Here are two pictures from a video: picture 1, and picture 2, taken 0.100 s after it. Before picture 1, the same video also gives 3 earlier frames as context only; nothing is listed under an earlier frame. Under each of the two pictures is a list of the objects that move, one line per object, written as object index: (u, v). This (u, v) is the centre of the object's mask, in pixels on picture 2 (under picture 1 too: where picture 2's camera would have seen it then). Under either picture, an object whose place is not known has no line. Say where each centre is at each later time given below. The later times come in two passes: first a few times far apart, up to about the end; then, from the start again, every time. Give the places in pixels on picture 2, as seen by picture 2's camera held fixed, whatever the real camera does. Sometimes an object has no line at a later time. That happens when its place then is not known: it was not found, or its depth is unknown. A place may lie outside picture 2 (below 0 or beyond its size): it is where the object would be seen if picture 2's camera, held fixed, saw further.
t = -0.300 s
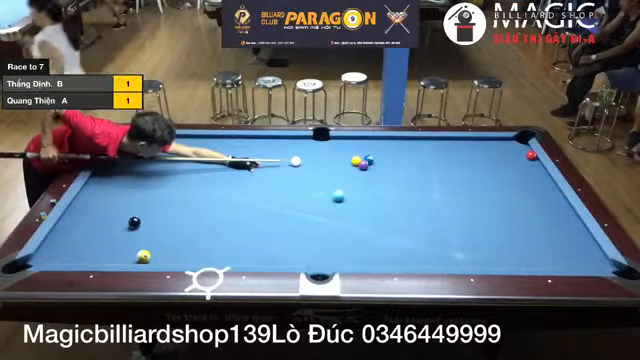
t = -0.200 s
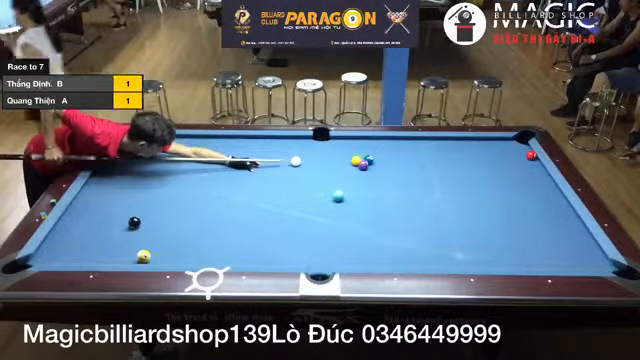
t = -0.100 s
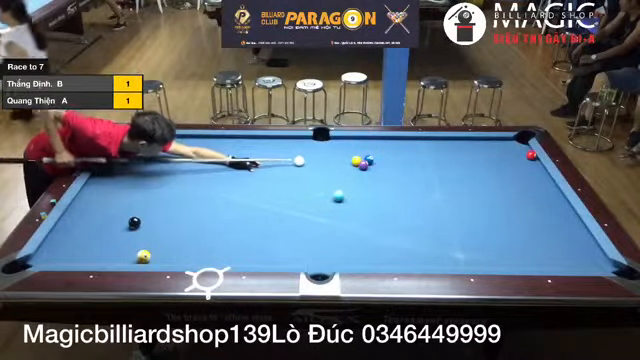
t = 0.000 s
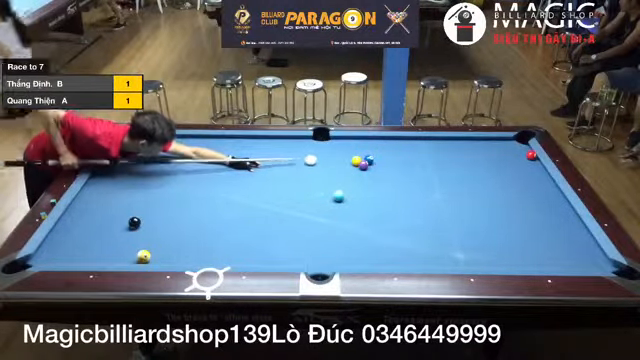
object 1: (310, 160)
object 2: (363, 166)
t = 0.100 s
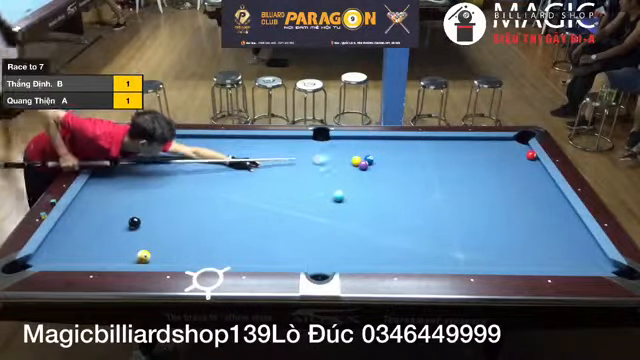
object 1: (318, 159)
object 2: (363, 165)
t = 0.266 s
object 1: (340, 157)
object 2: (363, 165)
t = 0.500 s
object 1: (360, 152)
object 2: (364, 166)
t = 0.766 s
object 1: (381, 149)
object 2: (370, 169)
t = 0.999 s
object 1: (398, 145)
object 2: (372, 171)
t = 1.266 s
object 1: (417, 140)
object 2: (375, 173)
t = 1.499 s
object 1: (430, 141)
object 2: (377, 175)
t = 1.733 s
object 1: (442, 143)
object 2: (379, 177)
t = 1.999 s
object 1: (454, 145)
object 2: (380, 177)
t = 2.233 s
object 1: (464, 147)
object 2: (380, 177)
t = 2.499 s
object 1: (475, 149)
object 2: (381, 177)
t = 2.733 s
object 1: (483, 150)
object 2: (381, 177)
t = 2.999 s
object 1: (492, 152)
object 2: (381, 178)
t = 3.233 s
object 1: (499, 154)
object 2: (381, 177)
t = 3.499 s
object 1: (505, 155)
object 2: (381, 177)
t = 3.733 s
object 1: (509, 155)
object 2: (381, 177)
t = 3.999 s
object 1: (514, 157)
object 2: (381, 177)
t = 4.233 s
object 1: (516, 157)
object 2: (381, 177)
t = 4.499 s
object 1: (517, 157)
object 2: (381, 177)
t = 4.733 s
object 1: (518, 158)
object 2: (381, 177)
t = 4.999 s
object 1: (518, 158)
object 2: (381, 177)
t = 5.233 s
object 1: (517, 158)
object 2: (381, 177)
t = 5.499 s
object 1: (517, 158)
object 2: (381, 177)
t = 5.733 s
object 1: (517, 158)
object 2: (381, 177)
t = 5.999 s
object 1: (517, 158)
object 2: (381, 177)
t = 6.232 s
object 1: (517, 158)
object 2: (381, 177)
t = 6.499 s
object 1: (517, 158)
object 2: (381, 177)
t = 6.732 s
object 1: (517, 158)
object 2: (381, 177)
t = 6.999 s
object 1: (518, 158)
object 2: (380, 177)
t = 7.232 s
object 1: (517, 158)
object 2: (380, 177)
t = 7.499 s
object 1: (517, 158)
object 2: (381, 177)
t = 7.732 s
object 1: (517, 158)
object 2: (381, 177)
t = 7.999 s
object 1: (517, 158)
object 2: (381, 177)
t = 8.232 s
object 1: (517, 158)
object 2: (381, 177)
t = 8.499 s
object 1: (517, 158)
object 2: (380, 177)
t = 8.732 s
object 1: (518, 158)
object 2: (380, 177)
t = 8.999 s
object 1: (517, 158)
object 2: (380, 177)
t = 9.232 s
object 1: (517, 158)
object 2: (381, 177)
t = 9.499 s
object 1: (517, 158)
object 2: (380, 177)
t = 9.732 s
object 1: (517, 158)
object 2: (380, 177)
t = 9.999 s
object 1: (517, 158)
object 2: (381, 177)
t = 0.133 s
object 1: (326, 159)
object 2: (363, 165)
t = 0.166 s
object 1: (330, 158)
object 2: (363, 165)
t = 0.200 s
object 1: (333, 158)
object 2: (363, 166)
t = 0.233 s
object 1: (337, 158)
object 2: (363, 165)
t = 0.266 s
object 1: (340, 157)
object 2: (363, 165)
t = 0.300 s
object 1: (343, 157)
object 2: (363, 165)
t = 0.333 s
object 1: (347, 156)
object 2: (363, 165)
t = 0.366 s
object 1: (349, 156)
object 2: (363, 165)
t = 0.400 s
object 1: (351, 155)
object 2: (364, 166)
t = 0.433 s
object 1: (355, 153)
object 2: (364, 166)
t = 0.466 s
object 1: (359, 152)
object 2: (364, 166)
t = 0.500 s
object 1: (360, 152)
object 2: (364, 166)
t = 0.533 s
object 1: (362, 152)
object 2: (365, 166)
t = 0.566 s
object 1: (367, 151)
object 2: (366, 167)
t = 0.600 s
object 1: (371, 150)
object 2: (367, 168)
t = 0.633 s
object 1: (373, 150)
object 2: (368, 168)
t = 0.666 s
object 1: (375, 150)
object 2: (368, 168)
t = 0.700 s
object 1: (378, 150)
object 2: (369, 168)
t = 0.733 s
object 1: (380, 149)
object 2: (369, 169)
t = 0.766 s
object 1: (381, 149)
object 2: (370, 169)
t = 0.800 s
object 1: (385, 148)
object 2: (370, 169)
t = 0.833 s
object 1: (386, 147)
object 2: (370, 170)
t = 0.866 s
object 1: (390, 146)
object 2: (371, 170)
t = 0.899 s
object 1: (392, 146)
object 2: (372, 170)
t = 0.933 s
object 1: (395, 146)
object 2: (372, 170)
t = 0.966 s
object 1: (397, 145)
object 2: (372, 171)
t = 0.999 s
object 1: (398, 145)
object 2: (372, 171)
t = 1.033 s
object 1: (402, 144)
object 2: (373, 171)
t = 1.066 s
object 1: (404, 143)
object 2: (373, 172)
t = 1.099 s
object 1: (406, 143)
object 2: (373, 172)
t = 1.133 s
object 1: (409, 142)
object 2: (374, 172)
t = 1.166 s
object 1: (410, 141)
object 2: (374, 172)
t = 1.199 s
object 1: (413, 141)
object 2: (375, 173)
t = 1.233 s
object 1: (415, 140)
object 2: (375, 173)
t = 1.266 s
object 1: (417, 140)
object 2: (375, 173)
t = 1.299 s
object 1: (419, 140)
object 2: (376, 173)
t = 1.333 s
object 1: (420, 140)
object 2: (377, 174)
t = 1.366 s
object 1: (423, 140)
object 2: (377, 174)
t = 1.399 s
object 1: (424, 140)
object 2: (377, 174)
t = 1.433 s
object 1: (426, 140)
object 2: (377, 175)
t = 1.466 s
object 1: (427, 140)
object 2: (377, 175)
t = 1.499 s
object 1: (430, 141)
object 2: (377, 175)
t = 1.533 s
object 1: (431, 141)
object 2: (378, 176)
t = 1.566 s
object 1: (433, 141)
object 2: (378, 176)
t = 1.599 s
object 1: (435, 141)
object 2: (379, 176)
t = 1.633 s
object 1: (437, 141)
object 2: (379, 176)
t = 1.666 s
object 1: (438, 142)
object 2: (379, 177)
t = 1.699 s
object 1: (440, 142)
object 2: (379, 177)
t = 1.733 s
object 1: (442, 143)
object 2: (379, 177)
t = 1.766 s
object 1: (443, 143)
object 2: (380, 177)
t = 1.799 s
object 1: (445, 143)
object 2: (380, 177)
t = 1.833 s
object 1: (446, 143)
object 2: (380, 177)
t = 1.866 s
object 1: (448, 144)
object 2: (380, 177)
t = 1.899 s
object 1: (449, 144)
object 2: (380, 177)
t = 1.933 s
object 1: (451, 145)
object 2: (380, 177)
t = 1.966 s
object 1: (453, 145)
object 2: (380, 177)
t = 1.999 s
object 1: (454, 145)
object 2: (380, 177)
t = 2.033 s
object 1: (456, 145)
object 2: (380, 177)
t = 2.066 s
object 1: (457, 145)
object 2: (380, 177)
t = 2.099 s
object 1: (458, 145)
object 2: (380, 177)
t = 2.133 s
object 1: (460, 146)
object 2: (380, 177)
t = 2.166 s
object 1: (461, 146)
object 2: (380, 177)
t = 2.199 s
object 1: (463, 146)
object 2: (380, 177)
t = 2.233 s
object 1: (464, 147)
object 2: (380, 177)
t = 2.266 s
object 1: (466, 147)
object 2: (380, 177)
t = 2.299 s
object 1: (467, 147)
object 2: (380, 177)
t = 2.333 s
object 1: (469, 148)
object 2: (380, 177)
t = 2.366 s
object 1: (470, 148)
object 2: (380, 177)
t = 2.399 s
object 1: (471, 148)
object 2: (380, 177)
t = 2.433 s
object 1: (472, 148)
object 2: (380, 177)
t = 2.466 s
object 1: (474, 149)
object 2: (380, 177)
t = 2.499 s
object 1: (475, 149)
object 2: (381, 177)
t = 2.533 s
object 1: (476, 149)
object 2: (381, 177)
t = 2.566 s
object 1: (477, 149)
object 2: (381, 177)
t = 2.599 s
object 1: (479, 149)
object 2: (381, 177)
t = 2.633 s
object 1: (480, 150)
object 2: (381, 177)
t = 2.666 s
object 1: (481, 150)
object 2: (381, 177)
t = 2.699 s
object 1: (482, 150)
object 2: (381, 178)
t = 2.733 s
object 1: (483, 150)
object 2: (381, 177)
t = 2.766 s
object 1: (484, 150)
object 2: (381, 178)
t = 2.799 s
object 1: (485, 151)
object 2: (381, 178)
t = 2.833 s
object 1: (487, 151)
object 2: (381, 178)
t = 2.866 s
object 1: (488, 151)
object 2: (381, 178)
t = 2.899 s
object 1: (489, 151)
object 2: (381, 178)
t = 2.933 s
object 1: (491, 152)
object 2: (381, 178)
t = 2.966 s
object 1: (491, 152)
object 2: (381, 178)
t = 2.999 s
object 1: (492, 152)
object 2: (381, 178)
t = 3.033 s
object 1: (493, 152)
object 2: (381, 177)
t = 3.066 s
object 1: (494, 152)
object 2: (381, 177)
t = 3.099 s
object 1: (495, 152)
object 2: (381, 177)
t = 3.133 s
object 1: (496, 152)
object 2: (381, 177)
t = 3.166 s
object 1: (497, 153)
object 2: (381, 177)
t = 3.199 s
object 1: (498, 153)
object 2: (381, 177)
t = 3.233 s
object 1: (499, 154)
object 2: (381, 177)
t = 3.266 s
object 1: (500, 154)
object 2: (381, 177)
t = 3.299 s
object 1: (500, 154)
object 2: (381, 177)
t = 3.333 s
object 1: (501, 154)
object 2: (381, 177)
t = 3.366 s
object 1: (502, 154)
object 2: (381, 177)
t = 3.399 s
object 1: (503, 154)
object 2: (381, 177)
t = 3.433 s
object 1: (504, 155)
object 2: (381, 177)
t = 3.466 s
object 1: (504, 155)
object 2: (381, 177)
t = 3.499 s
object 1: (505, 155)
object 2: (381, 177)
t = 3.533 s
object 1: (506, 155)
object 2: (381, 177)
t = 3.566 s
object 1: (507, 155)
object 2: (381, 177)
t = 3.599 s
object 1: (507, 155)
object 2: (381, 177)
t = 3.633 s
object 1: (507, 155)
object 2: (381, 177)
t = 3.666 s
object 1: (508, 155)
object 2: (381, 177)
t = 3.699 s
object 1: (509, 155)
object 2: (381, 177)
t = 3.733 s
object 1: (509, 155)
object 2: (381, 177)
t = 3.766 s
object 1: (510, 156)
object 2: (381, 177)
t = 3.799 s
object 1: (511, 156)
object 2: (381, 177)
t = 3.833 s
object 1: (511, 156)
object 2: (381, 177)
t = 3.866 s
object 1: (512, 156)
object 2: (381, 177)
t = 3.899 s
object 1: (513, 156)
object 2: (381, 177)
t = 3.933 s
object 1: (513, 156)
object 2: (381, 177)
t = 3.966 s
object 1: (514, 157)
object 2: (381, 177)
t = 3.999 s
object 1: (514, 157)
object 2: (381, 177)
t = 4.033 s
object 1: (514, 157)
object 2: (381, 177)
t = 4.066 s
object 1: (514, 157)
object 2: (381, 177)
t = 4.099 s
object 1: (515, 157)
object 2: (381, 177)
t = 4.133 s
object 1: (515, 157)
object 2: (381, 177)
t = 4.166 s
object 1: (515, 157)
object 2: (381, 177)
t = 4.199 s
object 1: (516, 157)
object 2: (381, 177)
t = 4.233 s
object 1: (516, 157)
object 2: (381, 177)
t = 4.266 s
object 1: (516, 157)
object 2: (381, 177)
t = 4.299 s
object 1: (516, 157)
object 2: (381, 177)
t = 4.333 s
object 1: (517, 157)
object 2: (381, 177)
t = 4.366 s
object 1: (517, 157)
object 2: (381, 177)
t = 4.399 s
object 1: (517, 157)
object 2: (381, 177)
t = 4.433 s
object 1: (517, 157)
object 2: (381, 177)
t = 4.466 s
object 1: (517, 157)
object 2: (381, 177)
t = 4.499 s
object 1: (517, 157)
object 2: (381, 177)
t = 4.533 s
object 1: (517, 157)
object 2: (381, 177)
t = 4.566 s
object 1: (517, 157)
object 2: (381, 177)
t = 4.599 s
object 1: (517, 157)
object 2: (381, 177)
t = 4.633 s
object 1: (518, 158)
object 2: (381, 178)
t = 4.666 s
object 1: (518, 158)
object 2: (381, 177)
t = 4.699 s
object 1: (518, 158)
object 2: (381, 177)
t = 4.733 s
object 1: (518, 158)
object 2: (381, 177)
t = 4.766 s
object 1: (518, 158)
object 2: (381, 177)
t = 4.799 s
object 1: (518, 158)
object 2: (381, 177)
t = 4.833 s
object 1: (518, 158)
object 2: (381, 177)
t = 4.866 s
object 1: (518, 158)
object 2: (381, 177)
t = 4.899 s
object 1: (518, 158)
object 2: (381, 177)
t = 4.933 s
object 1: (518, 158)
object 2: (381, 177)
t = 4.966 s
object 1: (518, 158)
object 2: (381, 177)
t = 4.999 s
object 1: (518, 158)
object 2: (381, 177)
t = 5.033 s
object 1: (518, 158)
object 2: (381, 177)
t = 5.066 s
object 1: (518, 158)
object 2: (381, 177)
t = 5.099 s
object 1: (518, 158)
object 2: (381, 177)
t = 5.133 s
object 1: (518, 158)
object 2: (381, 177)
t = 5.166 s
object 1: (517, 158)
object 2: (381, 177)
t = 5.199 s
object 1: (517, 158)
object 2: (381, 177)
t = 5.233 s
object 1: (517, 158)
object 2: (381, 177)
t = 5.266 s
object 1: (517, 158)
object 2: (381, 177)
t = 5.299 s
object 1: (517, 158)
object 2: (381, 177)
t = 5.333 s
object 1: (517, 158)
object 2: (381, 177)
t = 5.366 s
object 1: (517, 158)
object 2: (381, 177)
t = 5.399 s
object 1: (517, 158)
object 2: (381, 177)
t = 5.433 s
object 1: (517, 158)
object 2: (381, 177)
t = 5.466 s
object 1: (517, 158)
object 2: (381, 177)
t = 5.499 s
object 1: (517, 158)
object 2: (381, 177)
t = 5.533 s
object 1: (517, 158)
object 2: (381, 177)
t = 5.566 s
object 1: (517, 158)
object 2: (381, 177)
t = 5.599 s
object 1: (517, 158)
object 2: (381, 177)
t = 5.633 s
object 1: (517, 158)
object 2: (381, 177)
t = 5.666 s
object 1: (517, 158)
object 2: (381, 177)
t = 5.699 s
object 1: (517, 158)
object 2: (381, 177)
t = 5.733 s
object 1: (517, 158)
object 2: (381, 177)
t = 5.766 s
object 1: (517, 158)
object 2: (381, 177)
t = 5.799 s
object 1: (517, 158)
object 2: (381, 177)
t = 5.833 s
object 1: (517, 158)
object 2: (381, 177)
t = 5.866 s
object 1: (517, 158)
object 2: (381, 177)
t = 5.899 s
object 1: (517, 158)
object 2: (381, 177)
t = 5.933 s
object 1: (517, 158)
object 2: (381, 177)
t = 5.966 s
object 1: (517, 158)
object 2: (381, 177)
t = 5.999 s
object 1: (517, 158)
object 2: (381, 177)
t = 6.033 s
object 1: (517, 158)
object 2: (381, 177)
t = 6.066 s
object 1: (517, 158)
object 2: (381, 177)
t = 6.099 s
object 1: (517, 158)
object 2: (381, 177)
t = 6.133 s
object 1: (517, 158)
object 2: (381, 177)
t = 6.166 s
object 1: (517, 158)
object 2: (381, 177)
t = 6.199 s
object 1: (518, 158)
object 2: (381, 177)
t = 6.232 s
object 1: (517, 158)
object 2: (381, 177)
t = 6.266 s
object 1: (517, 158)
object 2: (381, 177)
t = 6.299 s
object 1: (517, 158)
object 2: (381, 177)
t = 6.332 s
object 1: (517, 158)
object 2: (381, 177)
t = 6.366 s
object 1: (518, 158)
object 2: (381, 177)
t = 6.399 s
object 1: (517, 158)
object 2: (381, 177)
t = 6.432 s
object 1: (517, 158)
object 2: (381, 177)
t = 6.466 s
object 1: (517, 158)
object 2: (381, 177)
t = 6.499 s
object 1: (517, 158)
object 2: (381, 177)
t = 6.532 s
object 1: (517, 158)
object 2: (381, 177)
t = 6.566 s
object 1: (517, 158)
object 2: (381, 177)
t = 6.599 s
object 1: (517, 158)
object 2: (381, 177)
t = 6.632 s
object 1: (517, 158)
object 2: (381, 177)
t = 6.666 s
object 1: (517, 158)
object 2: (381, 177)
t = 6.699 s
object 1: (517, 158)
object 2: (381, 177)
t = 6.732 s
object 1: (517, 158)
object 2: (381, 177)
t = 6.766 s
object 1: (518, 158)
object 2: (380, 177)
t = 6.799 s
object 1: (518, 158)
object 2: (380, 177)
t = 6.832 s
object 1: (517, 158)
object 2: (380, 177)
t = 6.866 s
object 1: (517, 158)
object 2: (381, 177)
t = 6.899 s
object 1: (518, 158)
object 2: (380, 177)
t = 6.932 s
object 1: (518, 158)
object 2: (380, 177)
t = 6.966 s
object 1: (518, 158)
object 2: (380, 177)
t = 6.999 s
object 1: (518, 158)
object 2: (380, 177)
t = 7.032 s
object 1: (518, 158)
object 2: (380, 177)
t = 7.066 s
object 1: (517, 158)
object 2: (380, 177)
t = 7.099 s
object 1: (517, 158)
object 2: (380, 177)
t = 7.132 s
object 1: (517, 158)
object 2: (380, 177)
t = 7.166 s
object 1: (517, 158)
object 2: (380, 177)
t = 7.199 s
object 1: (517, 158)
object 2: (380, 177)
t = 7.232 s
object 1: (517, 158)
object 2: (380, 177)
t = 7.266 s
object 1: (517, 158)
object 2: (380, 177)
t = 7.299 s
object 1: (517, 158)
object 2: (381, 177)
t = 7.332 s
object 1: (517, 158)
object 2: (381, 177)
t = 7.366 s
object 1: (517, 158)
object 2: (381, 177)
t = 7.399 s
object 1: (517, 158)
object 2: (381, 177)
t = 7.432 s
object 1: (517, 158)
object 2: (381, 177)
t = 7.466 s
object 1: (517, 158)
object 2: (381, 177)
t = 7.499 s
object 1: (517, 158)
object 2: (381, 177)
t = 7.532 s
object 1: (517, 158)
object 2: (381, 177)
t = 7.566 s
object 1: (517, 158)
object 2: (381, 177)
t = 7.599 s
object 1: (517, 158)
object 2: (381, 177)
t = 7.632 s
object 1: (517, 158)
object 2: (381, 177)
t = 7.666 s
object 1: (517, 158)
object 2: (381, 177)
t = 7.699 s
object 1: (517, 158)
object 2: (381, 177)
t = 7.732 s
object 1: (517, 158)
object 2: (381, 177)
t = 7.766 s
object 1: (517, 158)
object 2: (381, 177)
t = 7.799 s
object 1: (517, 158)
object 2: (381, 177)
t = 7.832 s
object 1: (517, 158)
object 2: (380, 177)
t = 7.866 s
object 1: (517, 158)
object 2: (380, 177)
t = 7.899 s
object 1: (517, 158)
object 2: (380, 177)
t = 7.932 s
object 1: (517, 158)
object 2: (380, 177)
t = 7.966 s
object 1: (517, 158)
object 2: (381, 177)
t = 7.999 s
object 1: (517, 158)
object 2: (381, 177)
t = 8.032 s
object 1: (517, 158)
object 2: (381, 177)
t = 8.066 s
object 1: (517, 158)
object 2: (381, 177)
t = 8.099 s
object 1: (517, 158)
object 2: (381, 177)
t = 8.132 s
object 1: (517, 158)
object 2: (381, 177)
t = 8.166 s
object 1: (517, 158)
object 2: (381, 177)
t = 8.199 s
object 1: (517, 158)
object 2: (381, 177)
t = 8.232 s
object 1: (517, 158)
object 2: (381, 177)
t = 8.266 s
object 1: (517, 158)
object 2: (381, 177)
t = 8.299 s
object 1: (517, 158)
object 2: (381, 177)
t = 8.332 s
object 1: (517, 158)
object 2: (381, 177)
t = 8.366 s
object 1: (517, 158)
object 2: (381, 177)
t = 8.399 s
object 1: (517, 158)
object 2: (381, 177)
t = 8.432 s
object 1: (517, 158)
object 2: (380, 177)
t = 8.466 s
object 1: (518, 158)
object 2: (380, 177)
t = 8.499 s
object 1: (517, 158)
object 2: (380, 177)
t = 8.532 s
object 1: (517, 158)
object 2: (380, 177)
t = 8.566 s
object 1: (517, 158)
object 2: (380, 177)
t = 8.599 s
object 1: (517, 158)
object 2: (380, 177)
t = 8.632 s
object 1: (517, 158)
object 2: (380, 177)
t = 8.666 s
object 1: (517, 158)
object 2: (380, 177)
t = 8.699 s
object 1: (517, 158)
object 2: (380, 177)
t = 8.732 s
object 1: (518, 158)
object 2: (380, 177)
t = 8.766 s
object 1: (518, 158)
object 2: (381, 177)
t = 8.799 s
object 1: (518, 158)
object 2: (381, 177)
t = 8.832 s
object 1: (518, 158)
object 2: (381, 177)
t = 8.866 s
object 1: (518, 158)
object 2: (381, 177)
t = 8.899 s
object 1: (517, 158)
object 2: (381, 177)
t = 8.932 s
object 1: (517, 158)
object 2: (381, 177)
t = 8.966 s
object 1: (517, 158)
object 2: (381, 177)
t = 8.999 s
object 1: (517, 158)
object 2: (380, 177)
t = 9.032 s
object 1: (517, 158)
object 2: (380, 177)
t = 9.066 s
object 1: (517, 158)
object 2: (381, 177)
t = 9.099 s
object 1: (517, 158)
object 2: (380, 177)
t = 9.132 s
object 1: (517, 158)
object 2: (381, 177)
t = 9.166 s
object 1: (517, 158)
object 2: (381, 177)
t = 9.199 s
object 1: (517, 158)
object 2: (381, 177)
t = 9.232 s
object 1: (517, 158)
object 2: (381, 177)
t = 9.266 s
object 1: (517, 158)
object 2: (380, 177)
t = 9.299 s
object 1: (517, 158)
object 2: (380, 177)
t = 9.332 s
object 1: (517, 158)
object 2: (380, 177)
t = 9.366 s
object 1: (517, 158)
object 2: (381, 177)
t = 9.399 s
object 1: (517, 158)
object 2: (381, 177)
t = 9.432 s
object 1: (517, 158)
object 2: (380, 177)
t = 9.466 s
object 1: (517, 158)
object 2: (380, 177)
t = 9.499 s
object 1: (517, 158)
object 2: (380, 177)
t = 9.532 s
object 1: (517, 158)
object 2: (380, 177)
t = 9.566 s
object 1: (517, 158)
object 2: (380, 177)
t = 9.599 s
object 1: (517, 158)
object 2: (380, 177)
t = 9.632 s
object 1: (517, 158)
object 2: (380, 177)
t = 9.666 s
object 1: (517, 158)
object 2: (380, 178)
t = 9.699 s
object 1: (517, 158)
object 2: (380, 177)
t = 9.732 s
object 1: (517, 158)
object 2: (380, 177)
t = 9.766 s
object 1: (517, 158)
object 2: (380, 177)
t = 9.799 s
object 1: (517, 158)
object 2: (380, 177)
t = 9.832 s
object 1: (517, 158)
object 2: (380, 177)
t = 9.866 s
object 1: (517, 158)
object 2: (380, 177)
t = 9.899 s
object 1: (517, 158)
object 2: (380, 177)
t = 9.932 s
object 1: (517, 158)
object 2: (380, 177)
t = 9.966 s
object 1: (517, 158)
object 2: (380, 177)
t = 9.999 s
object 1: (517, 158)
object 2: (381, 177)
